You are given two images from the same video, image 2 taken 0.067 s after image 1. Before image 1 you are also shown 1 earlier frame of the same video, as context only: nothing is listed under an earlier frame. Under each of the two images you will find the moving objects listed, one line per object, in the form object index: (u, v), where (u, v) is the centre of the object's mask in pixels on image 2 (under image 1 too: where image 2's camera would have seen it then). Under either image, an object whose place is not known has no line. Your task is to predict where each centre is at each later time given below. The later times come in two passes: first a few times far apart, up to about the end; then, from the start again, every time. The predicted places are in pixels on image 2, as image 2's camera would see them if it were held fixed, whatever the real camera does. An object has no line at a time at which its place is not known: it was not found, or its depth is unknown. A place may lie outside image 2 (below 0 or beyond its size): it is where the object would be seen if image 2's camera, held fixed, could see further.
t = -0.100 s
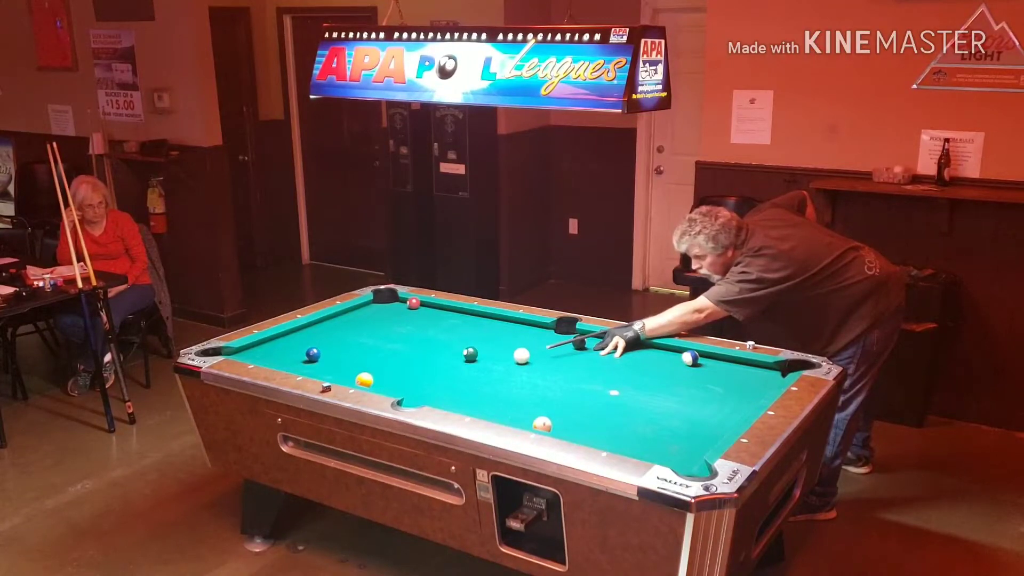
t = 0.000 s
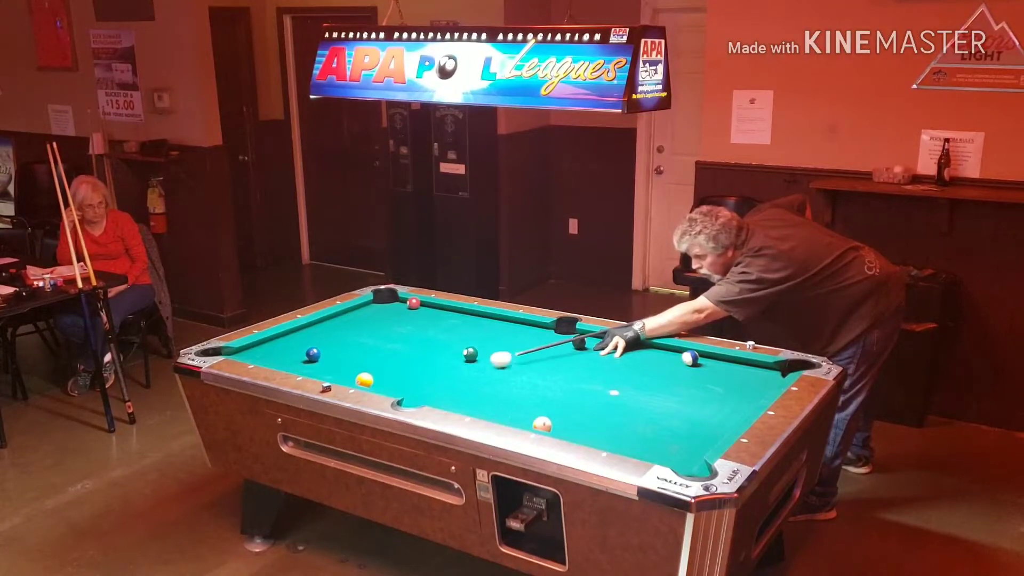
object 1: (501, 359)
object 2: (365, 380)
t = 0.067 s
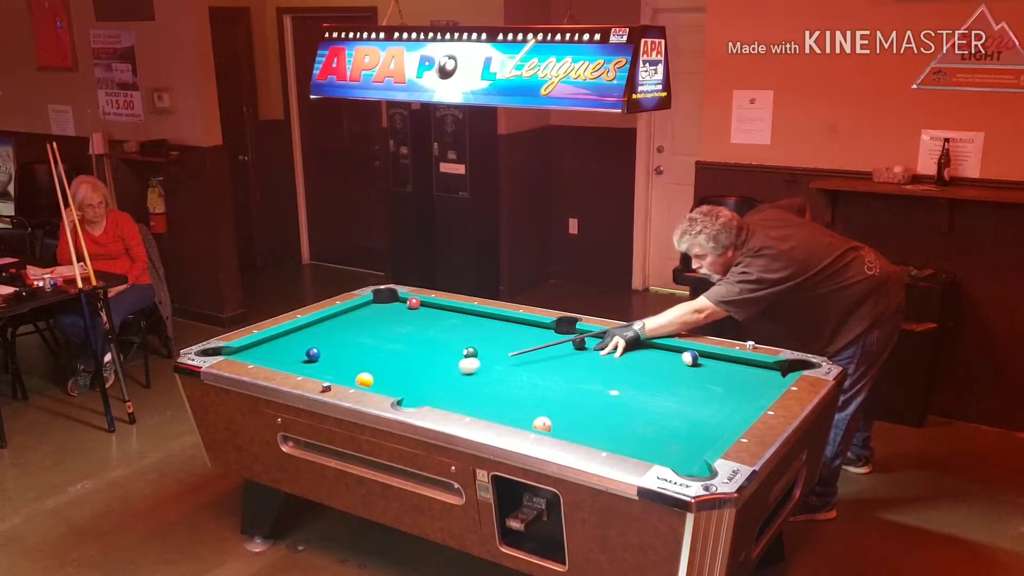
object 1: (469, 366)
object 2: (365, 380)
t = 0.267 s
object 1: (376, 383)
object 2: (361, 379)
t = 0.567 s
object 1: (409, 368)
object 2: (313, 370)
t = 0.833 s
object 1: (437, 353)
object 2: (279, 362)
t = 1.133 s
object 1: (464, 339)
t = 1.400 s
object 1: (486, 327)
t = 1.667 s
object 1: (502, 319)
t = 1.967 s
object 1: (491, 324)
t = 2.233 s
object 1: (482, 329)
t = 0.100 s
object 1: (454, 368)
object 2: (365, 380)
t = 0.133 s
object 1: (438, 371)
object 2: (365, 380)
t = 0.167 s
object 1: (422, 374)
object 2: (365, 380)
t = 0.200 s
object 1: (405, 378)
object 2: (364, 380)
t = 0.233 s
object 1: (389, 381)
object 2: (364, 380)
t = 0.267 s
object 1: (376, 383)
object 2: (361, 379)
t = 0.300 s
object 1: (373, 384)
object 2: (355, 378)
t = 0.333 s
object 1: (379, 382)
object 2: (349, 377)
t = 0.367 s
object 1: (385, 380)
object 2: (343, 376)
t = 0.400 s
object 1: (390, 378)
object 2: (338, 375)
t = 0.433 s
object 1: (394, 376)
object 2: (333, 374)
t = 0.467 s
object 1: (398, 374)
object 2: (328, 373)
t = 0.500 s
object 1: (402, 372)
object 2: (323, 372)
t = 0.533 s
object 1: (405, 370)
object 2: (318, 371)
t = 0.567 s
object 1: (409, 368)
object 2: (313, 370)
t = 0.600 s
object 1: (413, 366)
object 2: (308, 369)
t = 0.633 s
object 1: (416, 364)
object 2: (303, 368)
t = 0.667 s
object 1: (420, 362)
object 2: (298, 367)
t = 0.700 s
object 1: (423, 360)
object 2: (293, 366)
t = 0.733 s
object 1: (427, 358)
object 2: (290, 365)
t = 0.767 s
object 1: (430, 357)
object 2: (286, 364)
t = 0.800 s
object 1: (433, 355)
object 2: (283, 363)
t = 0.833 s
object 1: (437, 353)
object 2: (279, 362)
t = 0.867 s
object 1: (440, 351)
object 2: (276, 361)
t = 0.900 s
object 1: (443, 350)
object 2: (272, 360)
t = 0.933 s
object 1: (446, 348)
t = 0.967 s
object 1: (449, 346)
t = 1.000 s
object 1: (452, 345)
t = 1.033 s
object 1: (455, 343)
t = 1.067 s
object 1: (458, 342)
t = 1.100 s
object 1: (461, 340)
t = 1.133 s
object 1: (464, 339)
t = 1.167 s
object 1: (467, 337)
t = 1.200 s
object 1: (470, 336)
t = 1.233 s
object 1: (472, 334)
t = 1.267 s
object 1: (475, 333)
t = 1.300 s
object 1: (478, 332)
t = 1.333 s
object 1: (481, 330)
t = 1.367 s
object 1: (483, 329)
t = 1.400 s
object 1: (486, 327)
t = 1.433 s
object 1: (488, 326)
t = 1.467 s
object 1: (491, 325)
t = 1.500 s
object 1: (493, 324)
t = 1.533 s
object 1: (496, 322)
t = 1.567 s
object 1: (498, 321)
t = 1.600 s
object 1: (500, 320)
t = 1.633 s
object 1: (503, 318)
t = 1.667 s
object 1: (502, 319)
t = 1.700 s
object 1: (501, 319)
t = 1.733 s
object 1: (500, 320)
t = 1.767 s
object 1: (498, 320)
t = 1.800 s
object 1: (497, 321)
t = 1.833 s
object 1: (496, 322)
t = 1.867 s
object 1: (495, 322)
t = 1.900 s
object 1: (494, 323)
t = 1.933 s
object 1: (492, 323)
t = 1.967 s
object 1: (491, 324)
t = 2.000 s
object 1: (490, 325)
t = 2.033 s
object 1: (489, 325)
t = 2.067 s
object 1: (488, 326)
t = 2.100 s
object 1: (487, 326)
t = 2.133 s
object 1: (486, 327)
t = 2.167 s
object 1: (485, 327)
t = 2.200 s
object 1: (483, 328)
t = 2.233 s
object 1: (482, 329)
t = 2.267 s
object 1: (481, 329)
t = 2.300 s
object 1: (480, 330)
